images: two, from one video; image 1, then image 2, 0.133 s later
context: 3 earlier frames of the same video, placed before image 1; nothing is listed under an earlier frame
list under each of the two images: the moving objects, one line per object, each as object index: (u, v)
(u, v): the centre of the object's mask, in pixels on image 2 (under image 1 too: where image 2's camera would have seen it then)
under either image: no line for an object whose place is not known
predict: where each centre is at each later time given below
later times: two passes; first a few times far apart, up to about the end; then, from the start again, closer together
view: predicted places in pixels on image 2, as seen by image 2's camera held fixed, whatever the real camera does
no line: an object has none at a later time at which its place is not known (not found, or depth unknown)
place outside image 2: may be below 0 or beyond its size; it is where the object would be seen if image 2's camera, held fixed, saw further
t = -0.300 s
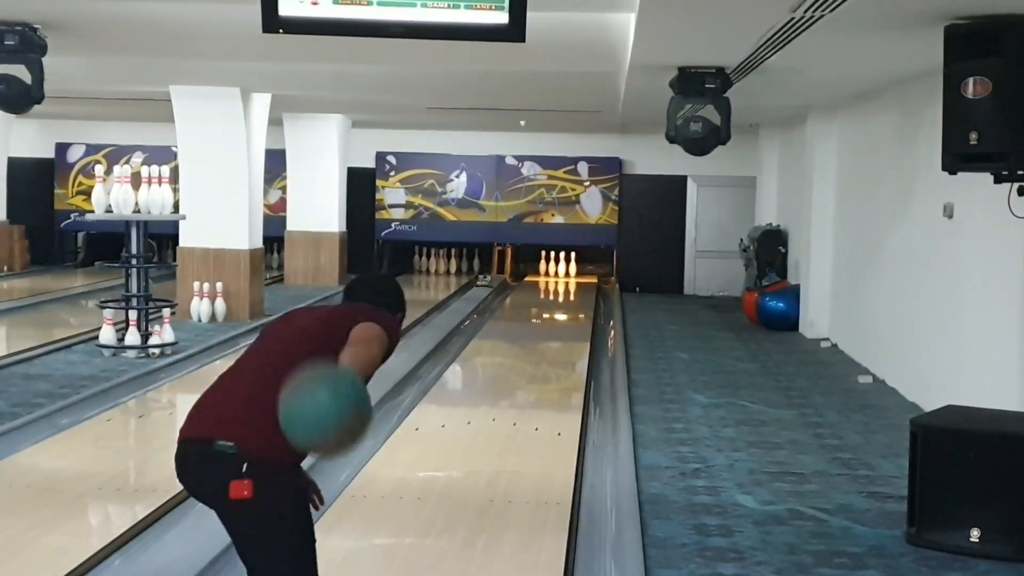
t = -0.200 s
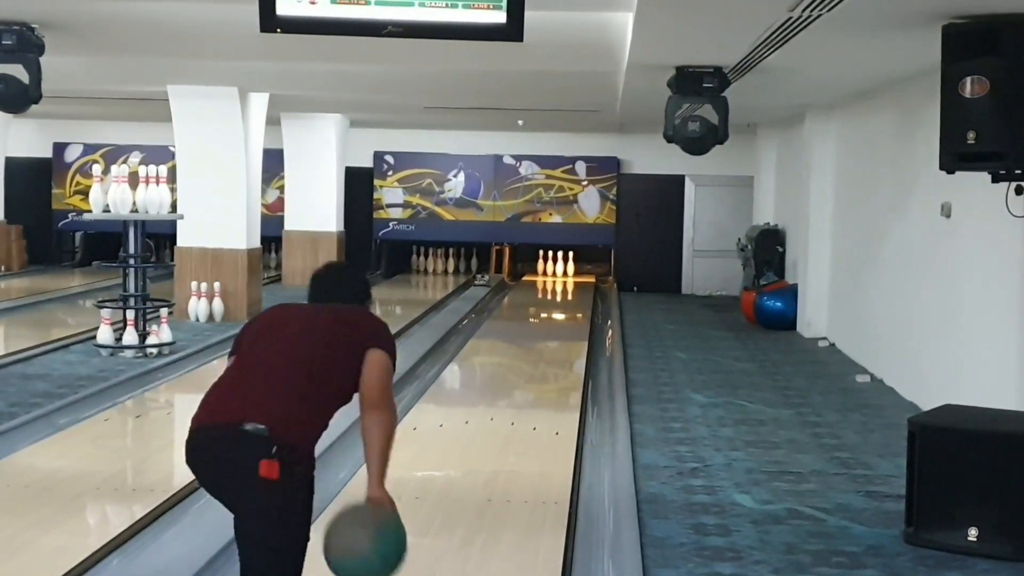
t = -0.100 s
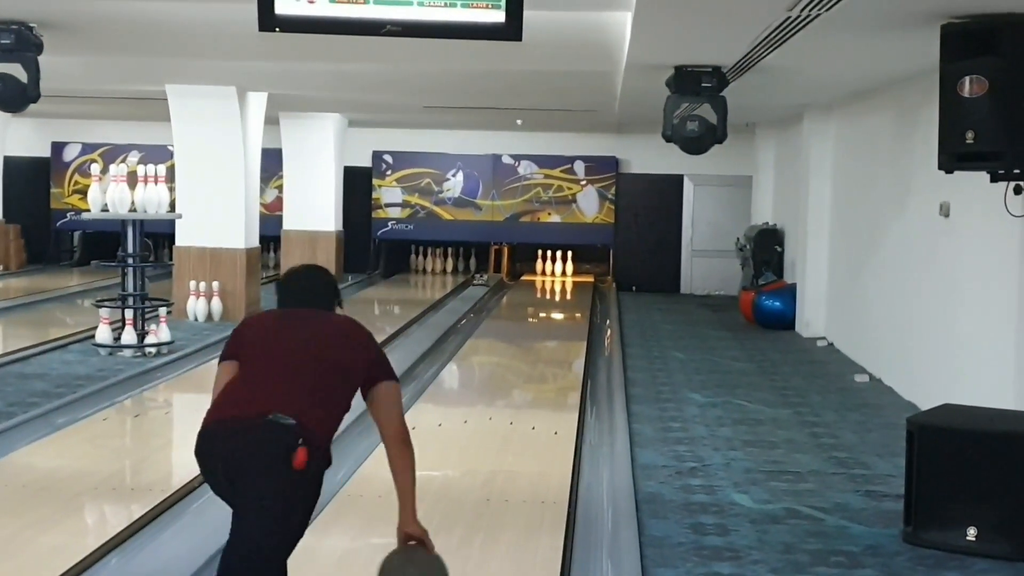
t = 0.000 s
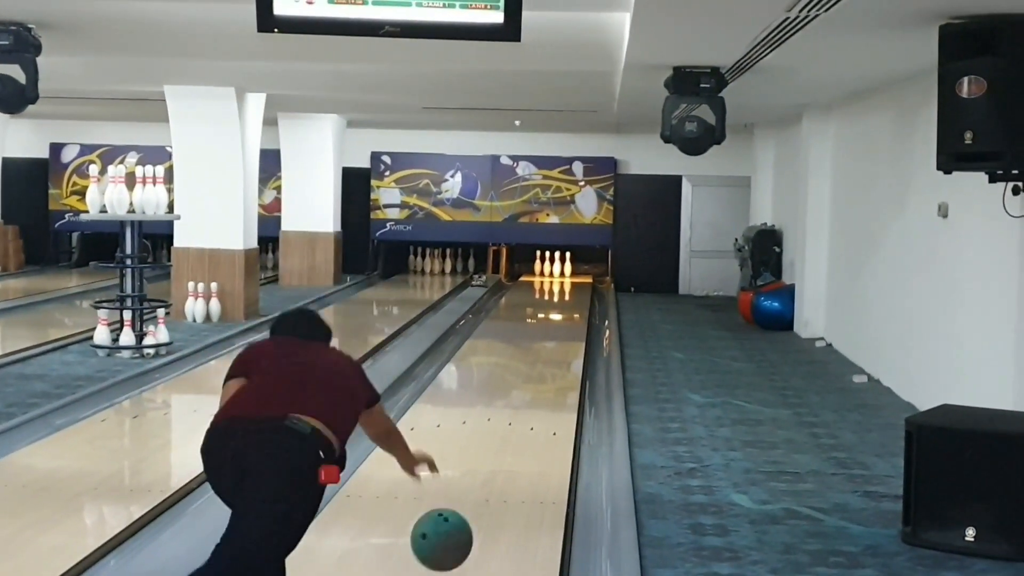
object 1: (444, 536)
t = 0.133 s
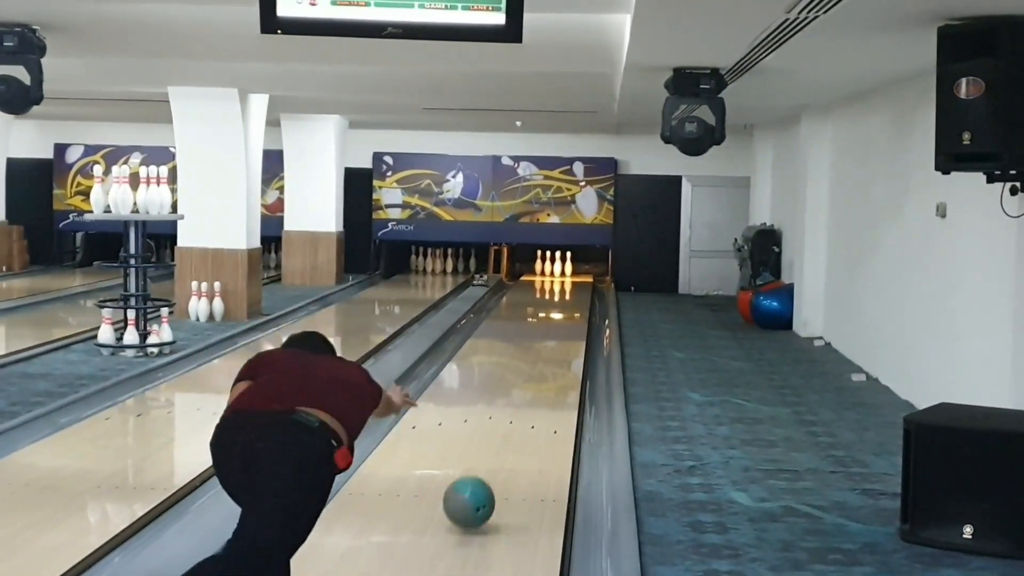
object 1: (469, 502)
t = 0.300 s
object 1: (492, 454)
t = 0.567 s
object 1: (515, 400)
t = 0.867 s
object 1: (530, 360)
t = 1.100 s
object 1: (539, 341)
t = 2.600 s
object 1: (555, 275)
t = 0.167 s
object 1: (474, 487)
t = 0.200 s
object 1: (479, 477)
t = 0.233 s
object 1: (484, 469)
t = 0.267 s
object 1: (488, 463)
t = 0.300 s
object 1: (492, 454)
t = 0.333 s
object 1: (495, 446)
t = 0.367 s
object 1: (499, 439)
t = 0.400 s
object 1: (502, 431)
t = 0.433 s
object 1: (505, 424)
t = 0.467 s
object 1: (508, 418)
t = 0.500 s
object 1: (510, 411)
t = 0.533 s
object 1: (513, 405)
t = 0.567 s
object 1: (515, 400)
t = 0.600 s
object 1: (517, 394)
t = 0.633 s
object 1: (519, 390)
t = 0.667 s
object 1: (521, 385)
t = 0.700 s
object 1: (523, 380)
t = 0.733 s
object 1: (525, 376)
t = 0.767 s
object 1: (526, 371)
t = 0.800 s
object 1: (527, 368)
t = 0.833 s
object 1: (529, 364)
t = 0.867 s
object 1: (530, 360)
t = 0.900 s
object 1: (532, 357)
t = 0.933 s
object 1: (533, 354)
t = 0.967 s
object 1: (535, 351)
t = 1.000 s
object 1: (536, 348)
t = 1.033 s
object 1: (537, 345)
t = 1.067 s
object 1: (538, 343)
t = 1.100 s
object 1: (539, 341)
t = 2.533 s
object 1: (555, 278)
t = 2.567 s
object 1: (555, 277)
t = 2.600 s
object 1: (555, 275)
